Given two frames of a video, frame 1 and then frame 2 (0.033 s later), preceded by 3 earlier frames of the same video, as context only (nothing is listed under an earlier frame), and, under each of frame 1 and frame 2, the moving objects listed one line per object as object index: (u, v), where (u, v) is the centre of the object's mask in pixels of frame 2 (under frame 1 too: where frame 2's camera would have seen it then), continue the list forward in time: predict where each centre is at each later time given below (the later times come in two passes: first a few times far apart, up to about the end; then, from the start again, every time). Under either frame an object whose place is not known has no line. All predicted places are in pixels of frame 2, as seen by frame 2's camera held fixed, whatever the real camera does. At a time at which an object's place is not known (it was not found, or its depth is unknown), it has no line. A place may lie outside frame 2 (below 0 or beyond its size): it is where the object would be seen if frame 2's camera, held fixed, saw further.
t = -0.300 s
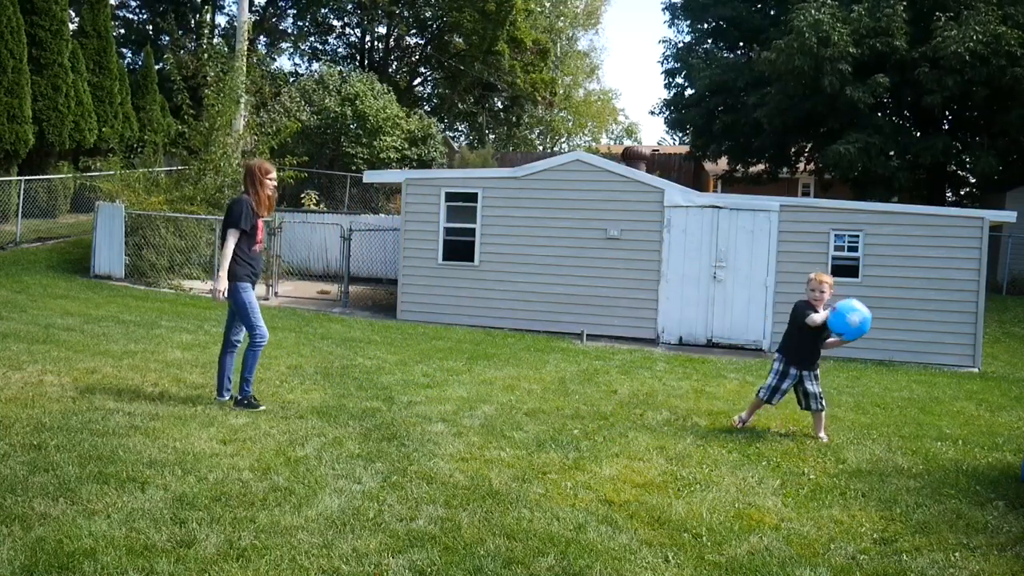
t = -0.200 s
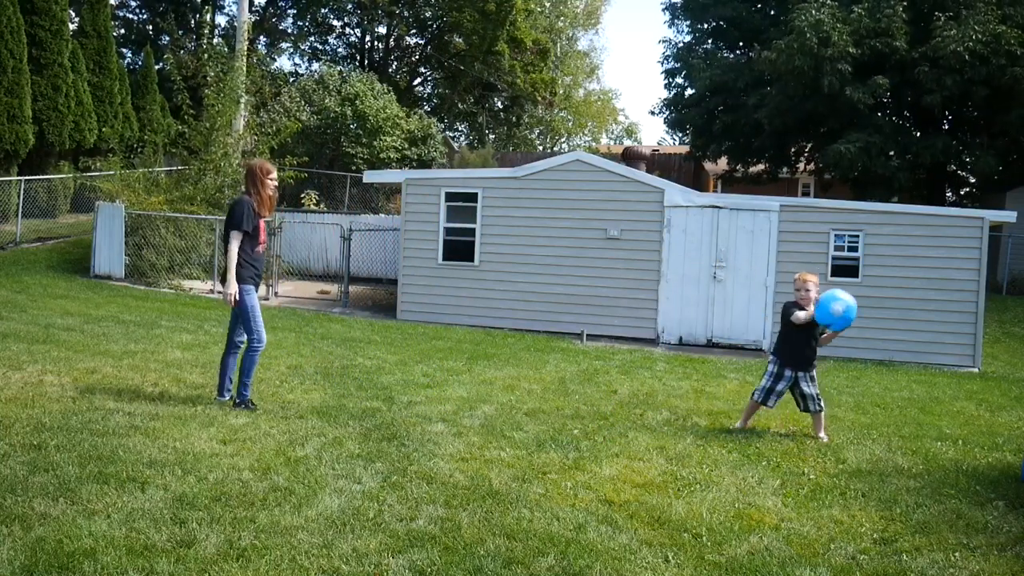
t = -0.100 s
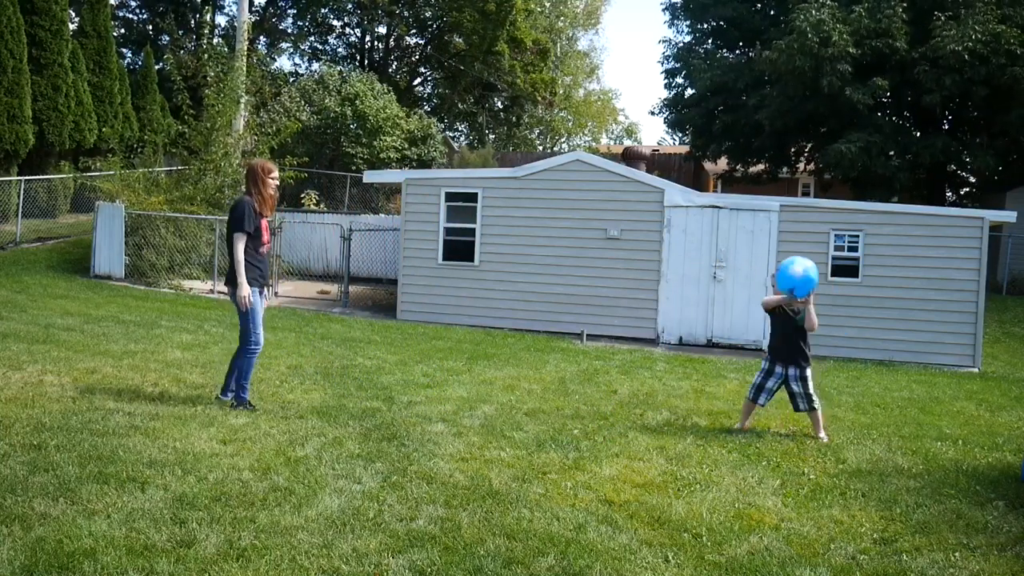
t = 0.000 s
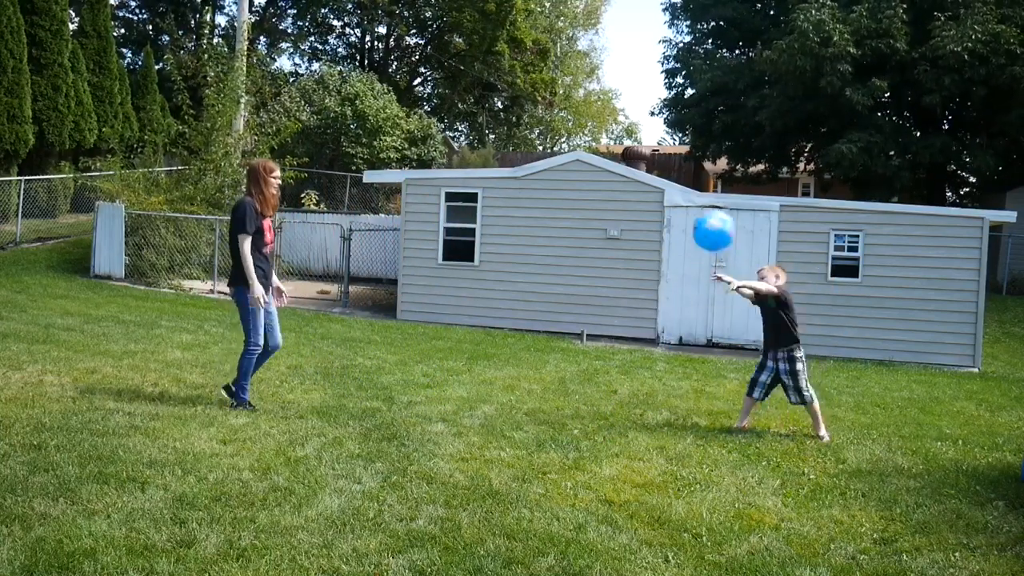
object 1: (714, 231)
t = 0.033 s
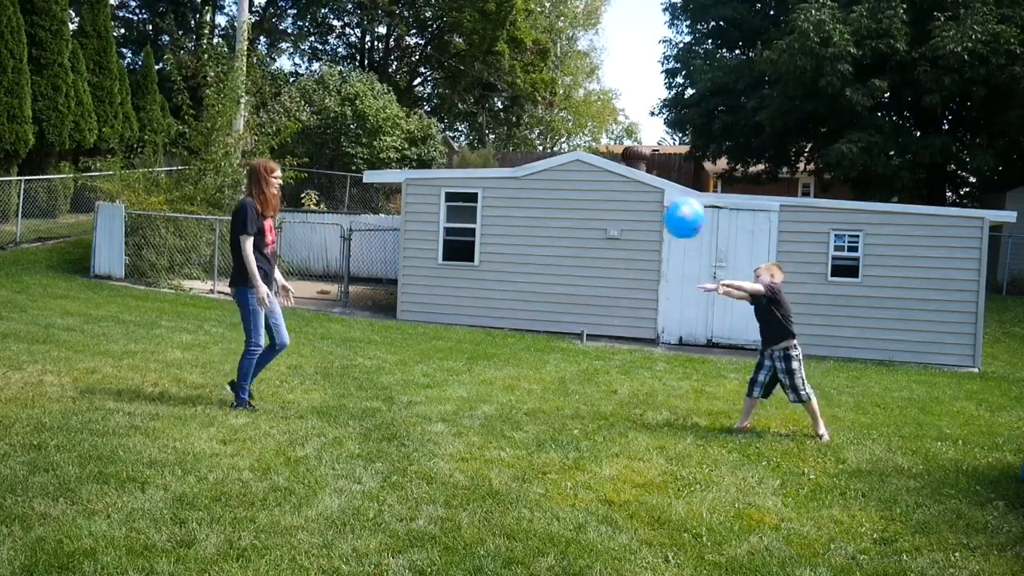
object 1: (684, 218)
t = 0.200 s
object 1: (558, 173)
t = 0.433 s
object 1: (430, 152)
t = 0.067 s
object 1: (657, 207)
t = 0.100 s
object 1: (630, 197)
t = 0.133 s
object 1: (605, 188)
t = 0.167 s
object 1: (580, 181)
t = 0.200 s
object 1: (558, 173)
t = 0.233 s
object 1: (536, 167)
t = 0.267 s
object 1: (516, 162)
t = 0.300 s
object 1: (498, 158)
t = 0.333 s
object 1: (480, 155)
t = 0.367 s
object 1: (463, 153)
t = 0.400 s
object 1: (446, 152)
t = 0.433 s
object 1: (430, 152)
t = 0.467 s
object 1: (415, 153)
